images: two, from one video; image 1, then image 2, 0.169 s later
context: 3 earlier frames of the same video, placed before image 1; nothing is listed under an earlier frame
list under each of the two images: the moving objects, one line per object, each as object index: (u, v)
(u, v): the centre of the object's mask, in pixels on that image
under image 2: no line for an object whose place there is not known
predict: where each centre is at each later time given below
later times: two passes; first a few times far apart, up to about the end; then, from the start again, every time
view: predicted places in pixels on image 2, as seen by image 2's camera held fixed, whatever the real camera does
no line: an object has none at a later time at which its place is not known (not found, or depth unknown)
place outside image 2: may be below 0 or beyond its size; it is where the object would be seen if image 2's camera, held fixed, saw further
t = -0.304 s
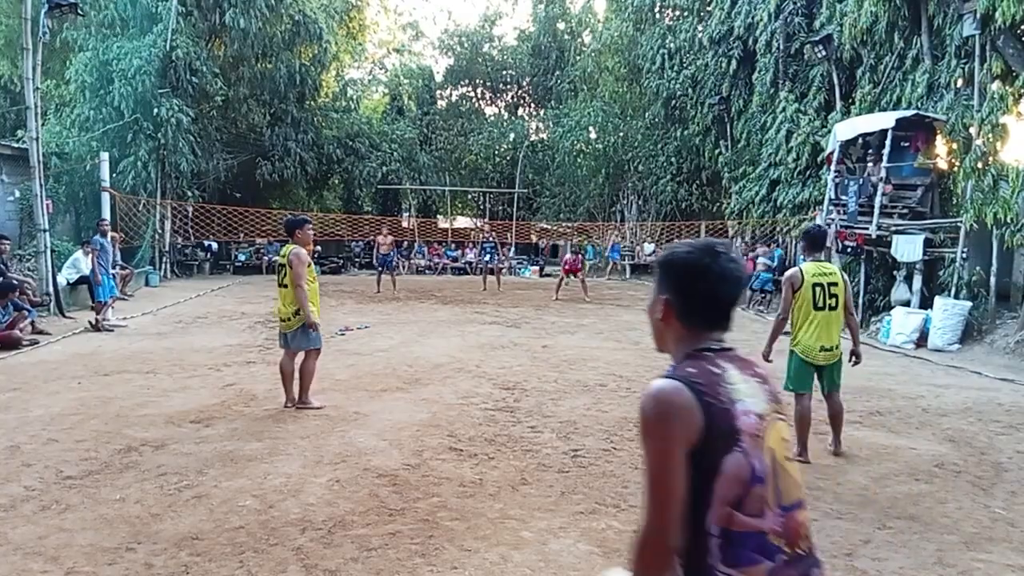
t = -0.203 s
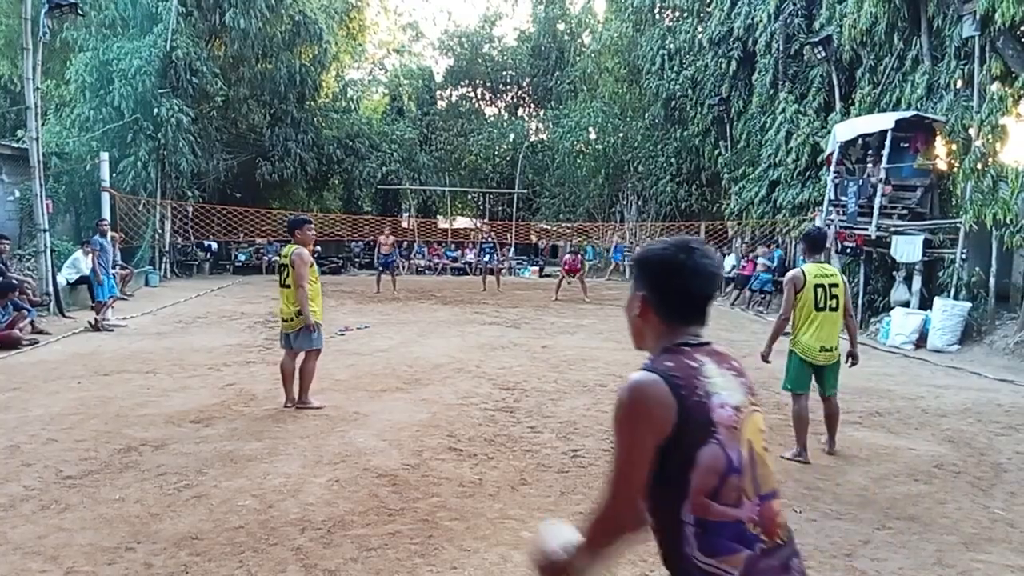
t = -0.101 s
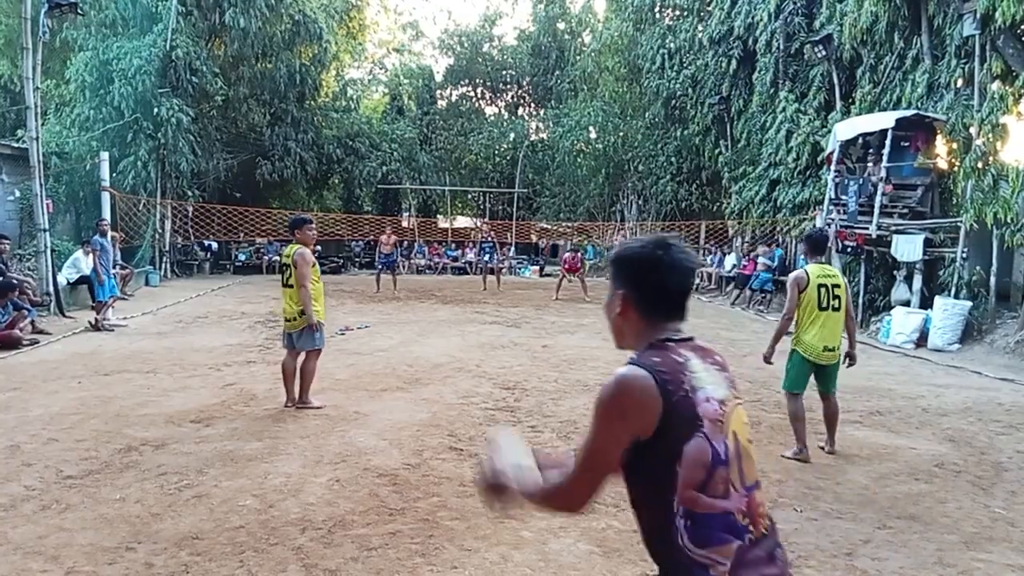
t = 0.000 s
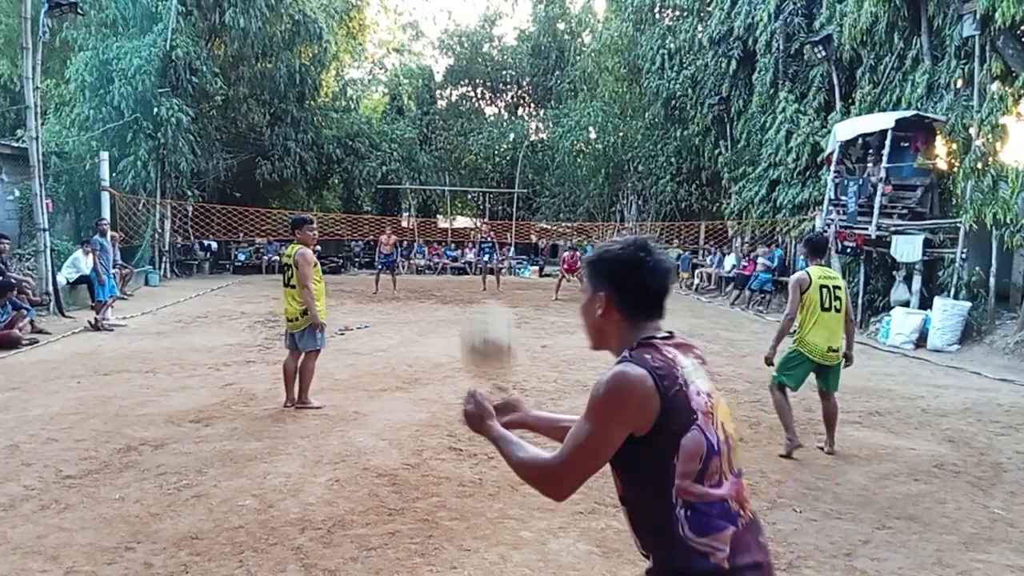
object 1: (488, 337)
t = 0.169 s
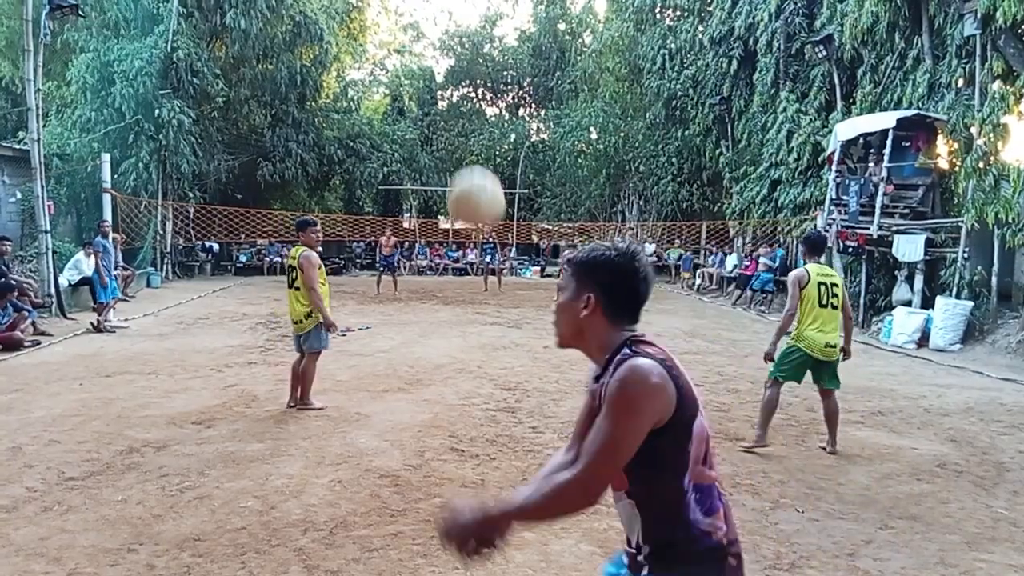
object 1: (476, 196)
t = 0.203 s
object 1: (472, 183)
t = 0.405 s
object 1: (453, 170)
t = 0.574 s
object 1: (434, 268)
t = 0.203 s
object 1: (472, 183)
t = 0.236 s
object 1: (469, 170)
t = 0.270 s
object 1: (465, 163)
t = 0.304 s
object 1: (462, 159)
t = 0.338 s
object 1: (459, 159)
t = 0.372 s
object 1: (456, 162)
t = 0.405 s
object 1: (453, 170)
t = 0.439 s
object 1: (449, 181)
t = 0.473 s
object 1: (446, 194)
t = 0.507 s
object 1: (443, 215)
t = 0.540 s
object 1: (438, 237)
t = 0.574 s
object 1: (434, 268)
